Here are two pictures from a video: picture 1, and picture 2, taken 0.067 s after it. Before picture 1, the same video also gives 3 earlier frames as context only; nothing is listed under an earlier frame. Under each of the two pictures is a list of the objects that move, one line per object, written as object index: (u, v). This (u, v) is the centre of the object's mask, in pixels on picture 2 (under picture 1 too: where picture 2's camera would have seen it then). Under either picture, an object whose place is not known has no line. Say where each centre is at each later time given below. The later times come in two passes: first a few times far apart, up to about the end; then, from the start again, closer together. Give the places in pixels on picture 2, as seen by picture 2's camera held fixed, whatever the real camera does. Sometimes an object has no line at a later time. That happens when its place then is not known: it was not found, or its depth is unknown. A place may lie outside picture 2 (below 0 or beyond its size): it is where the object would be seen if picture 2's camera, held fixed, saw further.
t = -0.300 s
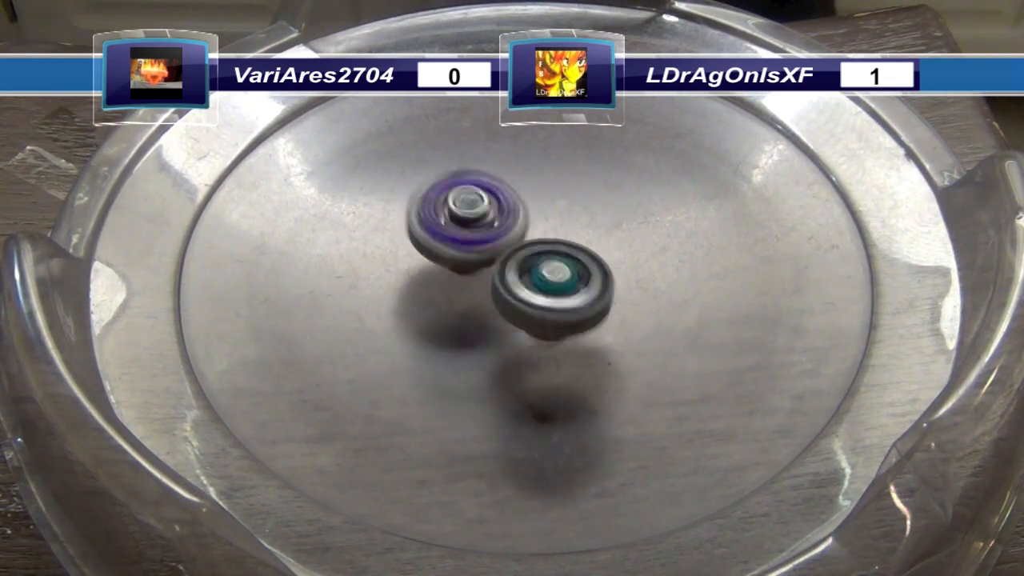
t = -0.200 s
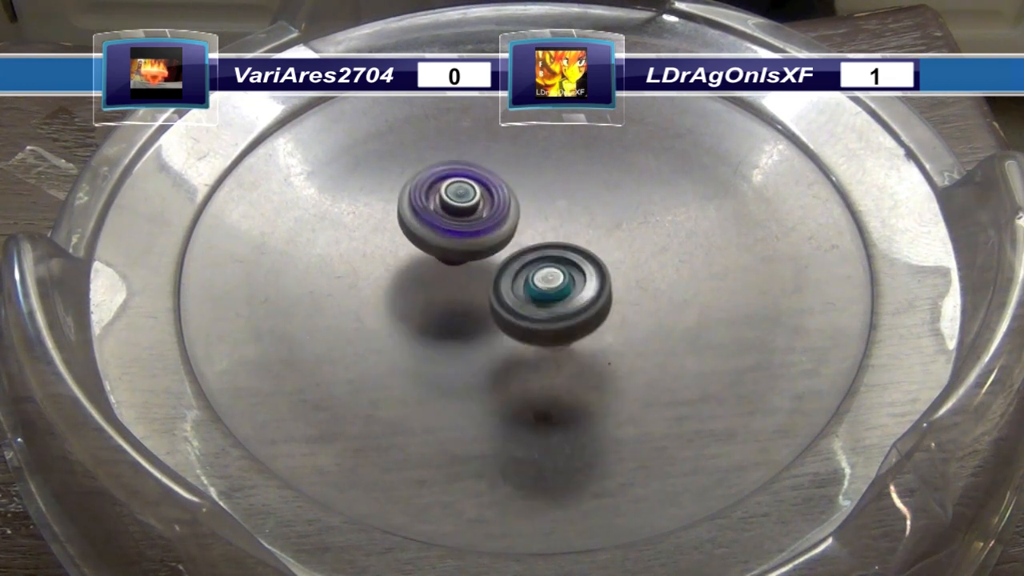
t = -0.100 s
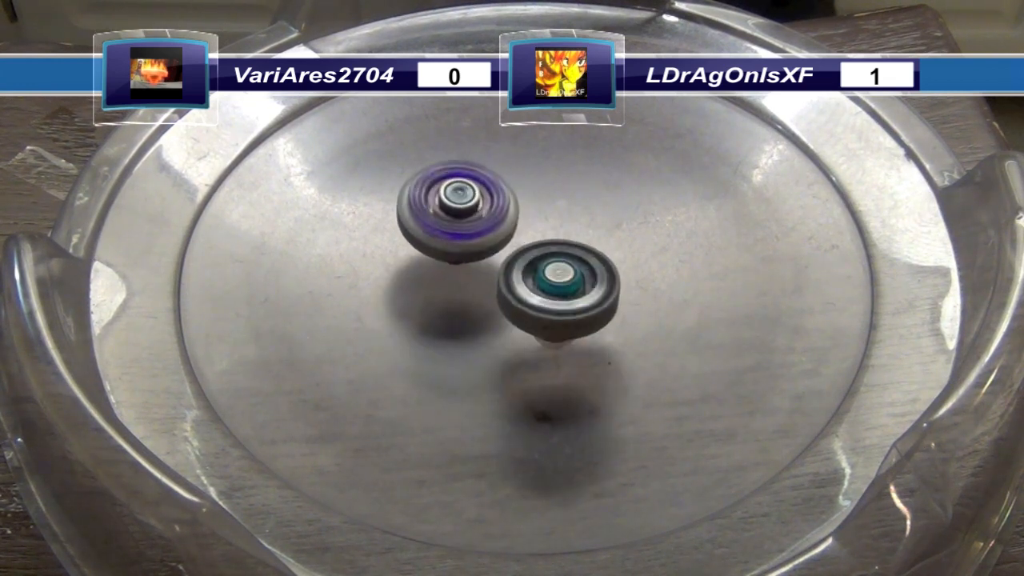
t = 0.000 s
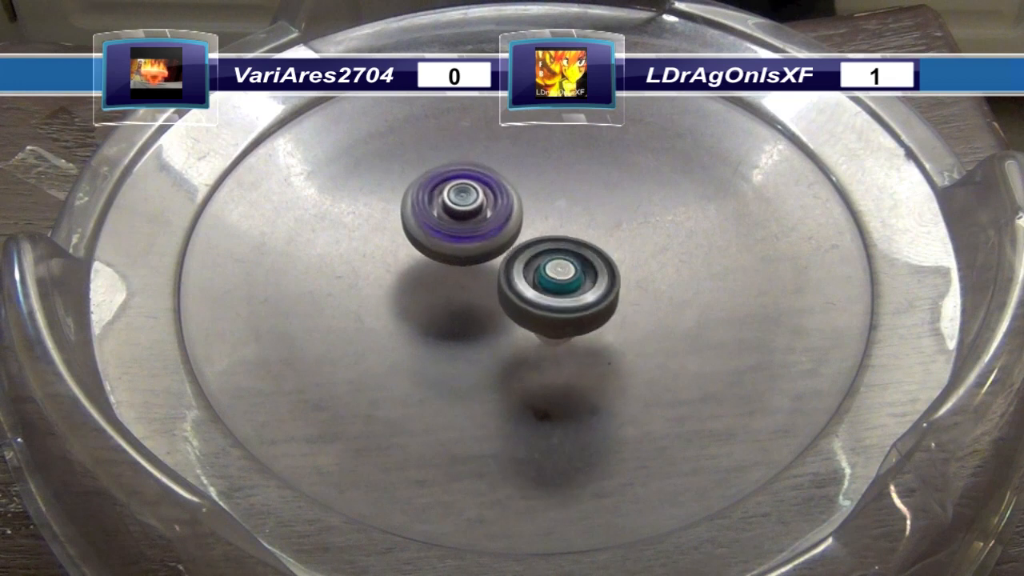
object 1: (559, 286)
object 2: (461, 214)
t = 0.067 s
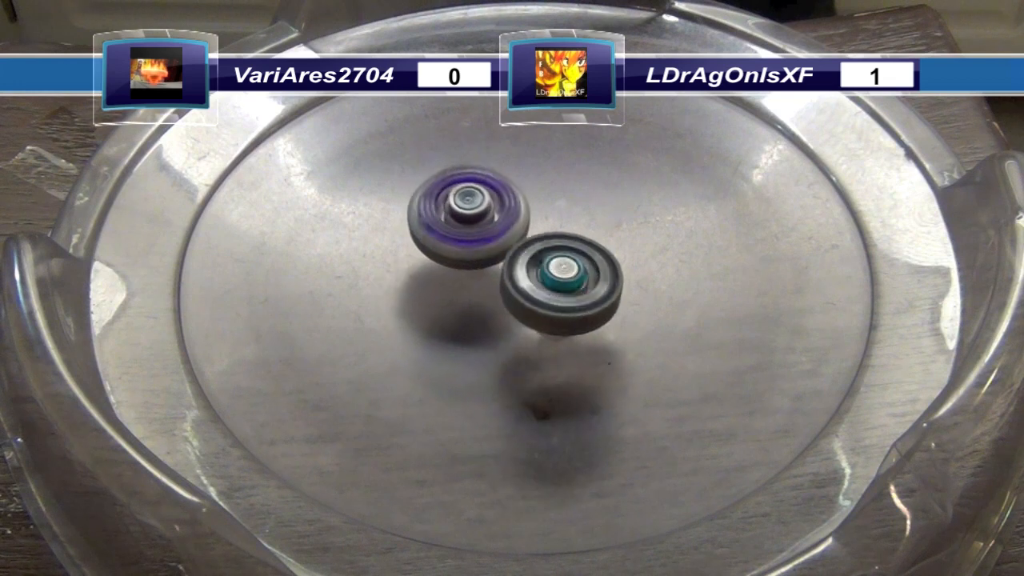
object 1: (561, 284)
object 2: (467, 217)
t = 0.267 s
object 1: (563, 285)
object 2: (477, 220)
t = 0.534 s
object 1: (562, 292)
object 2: (476, 223)
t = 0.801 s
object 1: (562, 285)
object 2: (469, 220)
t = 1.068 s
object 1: (587, 292)
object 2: (467, 218)
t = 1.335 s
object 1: (585, 287)
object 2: (478, 227)
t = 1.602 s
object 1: (574, 277)
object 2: (469, 230)
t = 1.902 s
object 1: (580, 269)
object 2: (463, 232)
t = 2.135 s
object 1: (581, 280)
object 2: (448, 222)
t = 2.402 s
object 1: (565, 281)
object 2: (448, 224)
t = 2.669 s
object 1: (554, 281)
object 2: (455, 222)
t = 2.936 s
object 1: (552, 294)
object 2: (457, 228)
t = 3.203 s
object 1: (546, 300)
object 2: (462, 228)
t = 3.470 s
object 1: (533, 311)
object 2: (467, 222)
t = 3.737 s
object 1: (530, 304)
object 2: (482, 219)
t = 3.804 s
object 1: (535, 304)
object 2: (487, 222)
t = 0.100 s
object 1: (562, 282)
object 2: (470, 219)
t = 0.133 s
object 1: (562, 281)
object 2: (473, 220)
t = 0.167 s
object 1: (566, 284)
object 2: (475, 220)
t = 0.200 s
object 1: (564, 284)
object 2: (476, 220)
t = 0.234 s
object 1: (565, 287)
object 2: (476, 220)
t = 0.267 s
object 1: (563, 285)
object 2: (477, 220)
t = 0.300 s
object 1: (565, 283)
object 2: (478, 222)
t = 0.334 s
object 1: (571, 284)
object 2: (478, 221)
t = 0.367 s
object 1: (569, 287)
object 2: (479, 222)
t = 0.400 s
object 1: (567, 288)
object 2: (479, 223)
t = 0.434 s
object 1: (566, 287)
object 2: (479, 223)
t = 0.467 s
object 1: (569, 288)
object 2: (478, 222)
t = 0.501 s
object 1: (569, 290)
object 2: (477, 222)
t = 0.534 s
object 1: (562, 292)
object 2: (476, 223)
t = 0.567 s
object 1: (560, 291)
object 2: (476, 223)
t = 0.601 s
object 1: (561, 290)
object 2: (475, 222)
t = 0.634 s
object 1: (565, 292)
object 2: (472, 221)
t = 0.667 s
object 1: (562, 292)
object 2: (471, 220)
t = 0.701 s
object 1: (557, 291)
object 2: (469, 220)
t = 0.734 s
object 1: (557, 288)
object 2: (468, 220)
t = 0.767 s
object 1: (558, 286)
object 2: (468, 220)
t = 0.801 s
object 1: (562, 285)
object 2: (469, 220)
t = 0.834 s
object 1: (561, 283)
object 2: (469, 221)
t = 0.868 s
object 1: (561, 282)
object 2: (470, 222)
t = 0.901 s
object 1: (562, 282)
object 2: (471, 221)
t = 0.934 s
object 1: (562, 283)
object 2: (472, 222)
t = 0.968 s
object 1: (571, 288)
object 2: (470, 218)
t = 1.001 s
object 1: (577, 292)
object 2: (469, 217)
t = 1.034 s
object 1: (583, 293)
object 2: (468, 218)
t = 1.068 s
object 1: (587, 292)
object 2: (467, 218)
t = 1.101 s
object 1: (591, 294)
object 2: (467, 218)
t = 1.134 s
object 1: (589, 293)
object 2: (468, 218)
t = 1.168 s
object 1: (588, 293)
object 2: (469, 219)
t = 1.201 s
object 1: (588, 290)
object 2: (471, 220)
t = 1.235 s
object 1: (588, 290)
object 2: (472, 221)
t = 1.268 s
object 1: (589, 289)
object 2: (474, 223)
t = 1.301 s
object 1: (587, 288)
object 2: (476, 225)
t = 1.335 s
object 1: (585, 287)
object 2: (478, 227)
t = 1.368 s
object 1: (580, 285)
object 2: (480, 229)
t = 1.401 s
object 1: (582, 284)
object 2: (478, 228)
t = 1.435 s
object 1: (578, 283)
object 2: (476, 229)
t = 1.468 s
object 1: (576, 281)
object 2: (476, 230)
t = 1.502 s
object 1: (577, 280)
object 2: (472, 229)
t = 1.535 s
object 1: (577, 281)
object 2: (472, 229)
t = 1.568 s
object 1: (575, 279)
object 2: (470, 230)
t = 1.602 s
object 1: (574, 277)
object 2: (469, 230)
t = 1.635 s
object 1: (578, 274)
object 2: (467, 230)
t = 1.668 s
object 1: (580, 277)
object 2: (466, 230)
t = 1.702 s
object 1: (579, 278)
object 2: (465, 230)
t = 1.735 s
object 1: (574, 277)
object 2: (463, 230)
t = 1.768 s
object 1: (574, 273)
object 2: (462, 230)
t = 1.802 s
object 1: (575, 270)
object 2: (461, 230)
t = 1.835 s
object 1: (579, 269)
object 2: (461, 231)
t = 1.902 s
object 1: (580, 269)
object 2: (463, 232)
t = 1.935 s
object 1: (576, 268)
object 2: (464, 232)
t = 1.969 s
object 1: (577, 268)
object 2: (465, 232)
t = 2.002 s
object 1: (580, 268)
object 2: (463, 231)
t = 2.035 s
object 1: (580, 272)
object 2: (465, 231)
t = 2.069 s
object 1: (574, 270)
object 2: (463, 231)
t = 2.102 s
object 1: (579, 273)
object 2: (454, 226)
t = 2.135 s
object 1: (581, 280)
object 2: (448, 222)
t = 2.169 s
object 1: (580, 285)
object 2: (447, 221)
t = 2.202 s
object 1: (578, 285)
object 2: (445, 221)
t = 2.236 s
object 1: (576, 285)
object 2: (445, 221)
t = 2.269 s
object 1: (575, 284)
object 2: (444, 221)
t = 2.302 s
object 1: (575, 285)
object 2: (445, 222)
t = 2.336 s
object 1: (573, 283)
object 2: (445, 223)
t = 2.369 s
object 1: (571, 283)
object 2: (446, 223)
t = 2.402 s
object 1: (565, 281)
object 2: (448, 224)
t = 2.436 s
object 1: (560, 279)
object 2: (450, 225)
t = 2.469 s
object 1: (555, 275)
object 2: (450, 224)
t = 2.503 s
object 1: (557, 277)
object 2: (448, 220)
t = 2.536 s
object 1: (555, 277)
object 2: (451, 221)
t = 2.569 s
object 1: (553, 277)
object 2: (452, 223)
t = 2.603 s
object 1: (551, 274)
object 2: (451, 223)
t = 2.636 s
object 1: (556, 277)
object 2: (452, 221)
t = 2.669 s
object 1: (554, 281)
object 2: (455, 222)
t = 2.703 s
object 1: (553, 281)
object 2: (454, 225)
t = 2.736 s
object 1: (552, 281)
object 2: (453, 224)
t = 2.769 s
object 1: (556, 284)
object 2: (454, 222)
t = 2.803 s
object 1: (557, 287)
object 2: (456, 223)
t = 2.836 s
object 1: (556, 289)
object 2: (456, 225)
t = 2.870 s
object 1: (555, 291)
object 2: (455, 226)
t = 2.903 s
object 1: (555, 292)
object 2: (456, 226)
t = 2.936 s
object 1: (552, 294)
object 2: (457, 228)
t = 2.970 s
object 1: (550, 294)
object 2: (458, 229)
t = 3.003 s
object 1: (548, 294)
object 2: (458, 230)
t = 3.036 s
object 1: (547, 294)
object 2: (459, 228)
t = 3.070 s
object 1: (547, 296)
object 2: (461, 228)
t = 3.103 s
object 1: (545, 295)
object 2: (461, 229)
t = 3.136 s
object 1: (546, 297)
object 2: (461, 228)
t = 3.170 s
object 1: (543, 297)
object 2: (462, 228)
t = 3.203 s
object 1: (546, 300)
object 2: (462, 228)
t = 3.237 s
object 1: (543, 306)
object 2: (464, 228)
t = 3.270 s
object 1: (539, 305)
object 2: (464, 228)
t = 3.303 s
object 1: (536, 303)
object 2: (462, 229)
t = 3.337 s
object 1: (537, 301)
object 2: (462, 225)
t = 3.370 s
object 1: (539, 306)
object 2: (462, 222)
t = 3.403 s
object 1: (536, 309)
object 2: (465, 223)
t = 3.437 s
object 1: (536, 310)
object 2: (466, 223)
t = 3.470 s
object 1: (533, 311)
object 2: (467, 222)
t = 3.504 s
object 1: (532, 311)
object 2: (468, 223)
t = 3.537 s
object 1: (530, 308)
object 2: (470, 223)
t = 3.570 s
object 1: (526, 305)
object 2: (471, 221)
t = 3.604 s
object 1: (527, 305)
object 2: (473, 218)
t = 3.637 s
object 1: (525, 306)
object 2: (476, 217)
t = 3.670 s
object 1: (526, 306)
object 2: (478, 218)
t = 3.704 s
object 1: (526, 306)
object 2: (480, 219)
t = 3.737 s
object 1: (530, 304)
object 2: (482, 219)
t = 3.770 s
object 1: (533, 304)
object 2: (485, 221)
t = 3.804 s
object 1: (535, 304)
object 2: (487, 222)
